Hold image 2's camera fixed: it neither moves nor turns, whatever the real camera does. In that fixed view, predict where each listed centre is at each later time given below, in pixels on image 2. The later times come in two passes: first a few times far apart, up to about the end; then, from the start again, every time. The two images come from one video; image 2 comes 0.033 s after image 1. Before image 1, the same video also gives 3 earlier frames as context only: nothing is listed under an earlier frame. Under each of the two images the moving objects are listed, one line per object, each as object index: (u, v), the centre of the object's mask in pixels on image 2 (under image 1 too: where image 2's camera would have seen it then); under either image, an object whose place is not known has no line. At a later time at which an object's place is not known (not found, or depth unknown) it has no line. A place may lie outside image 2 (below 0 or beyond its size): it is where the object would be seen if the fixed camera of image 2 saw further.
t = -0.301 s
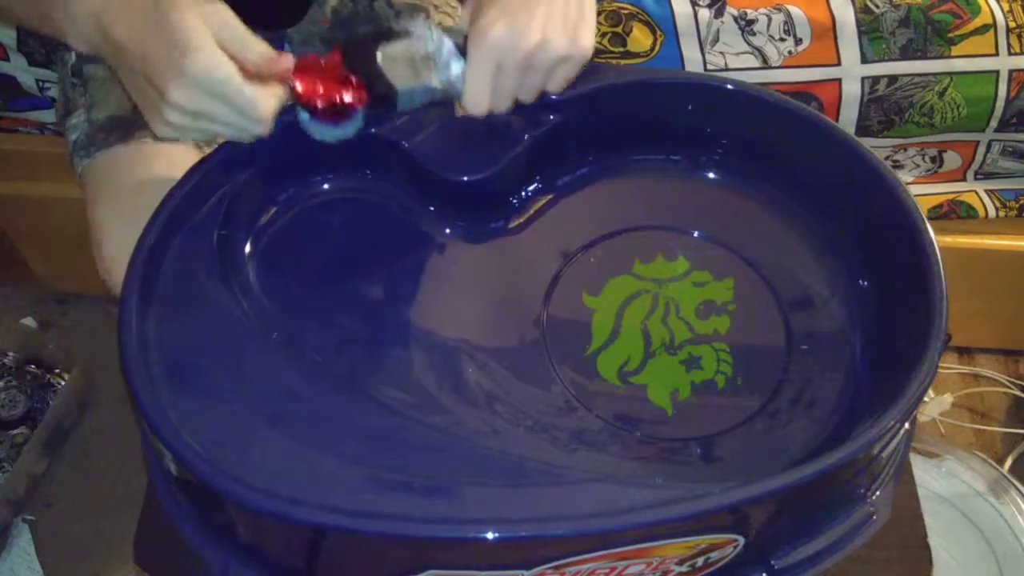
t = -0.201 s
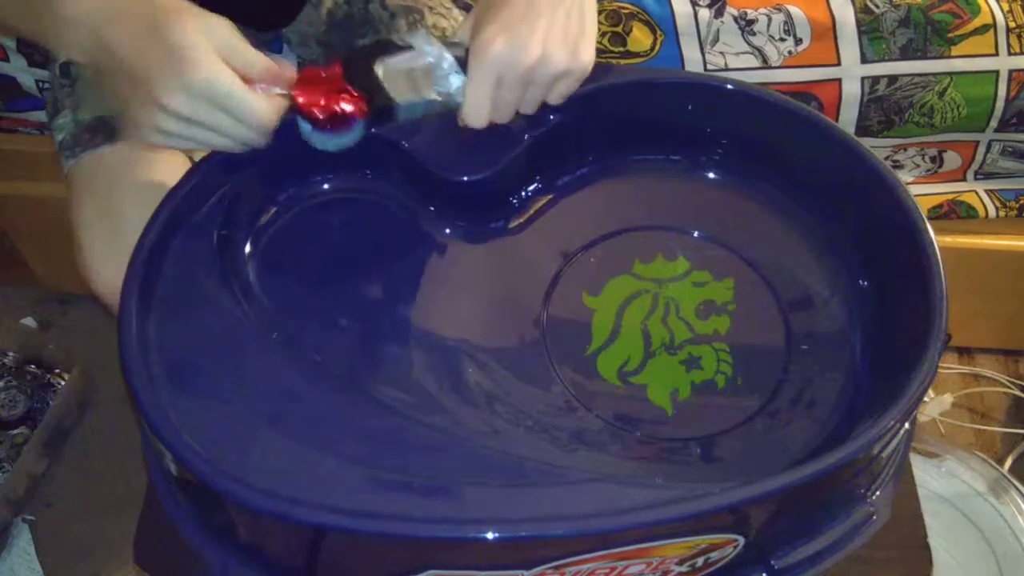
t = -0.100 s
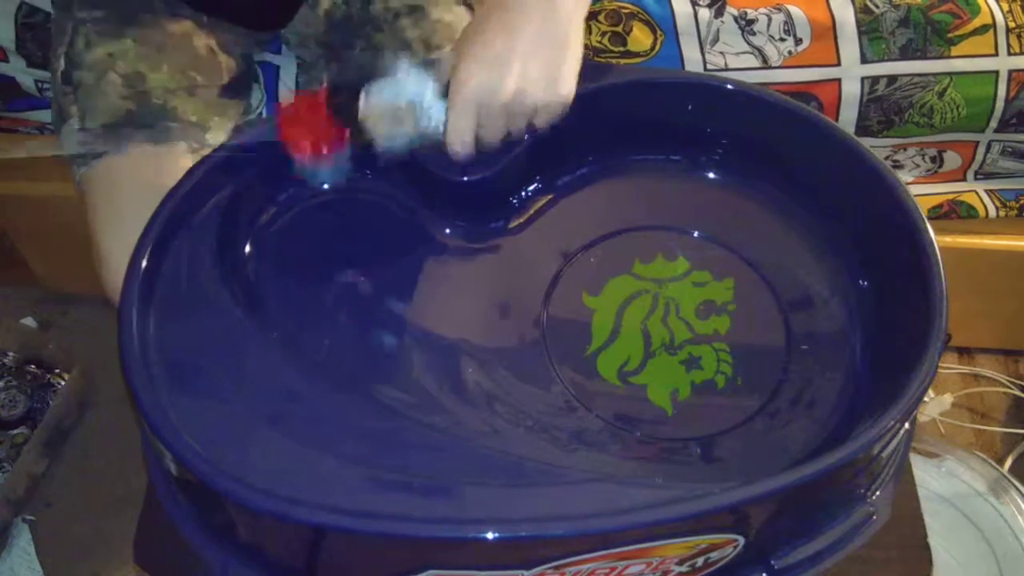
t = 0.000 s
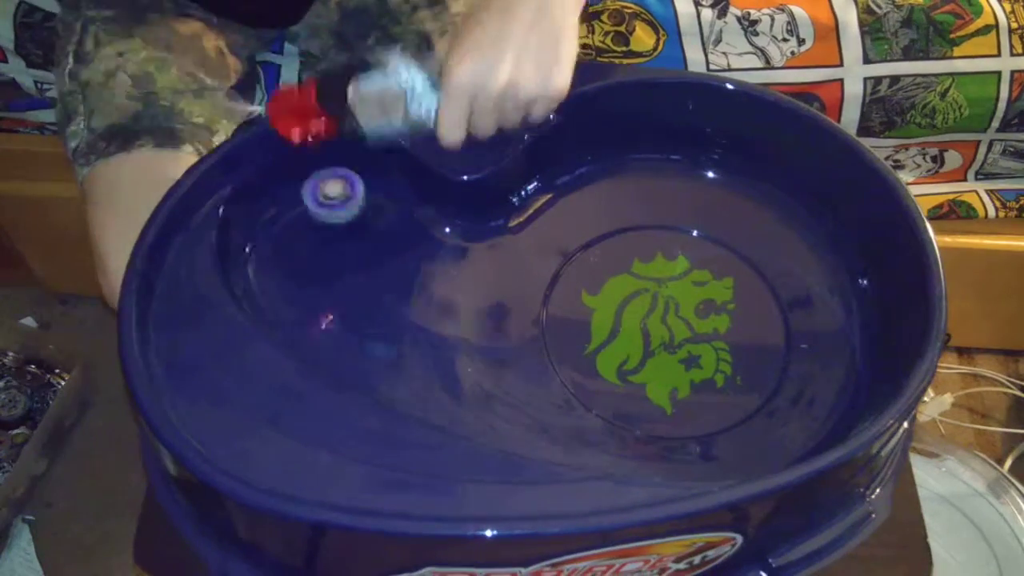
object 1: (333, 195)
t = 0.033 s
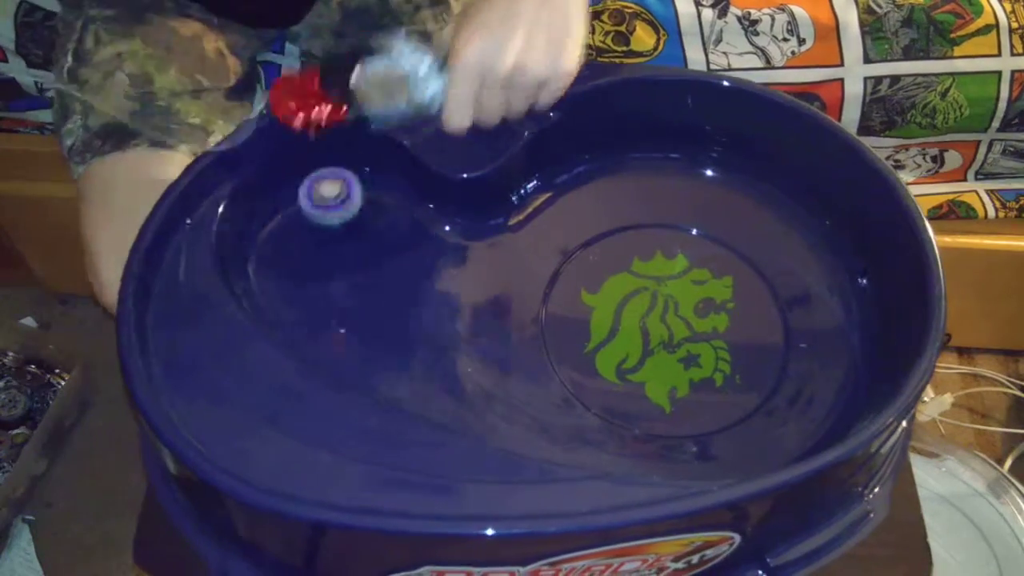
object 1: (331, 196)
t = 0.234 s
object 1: (320, 275)
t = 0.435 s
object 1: (349, 345)
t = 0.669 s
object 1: (446, 400)
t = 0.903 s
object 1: (587, 436)
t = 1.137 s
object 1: (727, 405)
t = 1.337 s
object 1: (773, 314)
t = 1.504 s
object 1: (735, 250)
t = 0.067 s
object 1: (329, 207)
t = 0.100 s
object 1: (328, 226)
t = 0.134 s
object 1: (326, 239)
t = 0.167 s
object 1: (324, 250)
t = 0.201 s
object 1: (321, 263)
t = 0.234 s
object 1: (320, 275)
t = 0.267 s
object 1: (321, 287)
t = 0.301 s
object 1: (325, 298)
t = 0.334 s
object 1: (329, 310)
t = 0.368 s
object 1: (335, 321)
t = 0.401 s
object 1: (341, 334)
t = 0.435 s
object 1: (349, 345)
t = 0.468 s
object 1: (357, 357)
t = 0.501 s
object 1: (368, 366)
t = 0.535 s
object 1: (385, 371)
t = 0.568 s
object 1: (400, 378)
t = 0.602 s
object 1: (415, 385)
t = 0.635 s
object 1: (430, 393)
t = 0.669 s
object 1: (446, 400)
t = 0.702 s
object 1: (464, 407)
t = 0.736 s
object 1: (483, 414)
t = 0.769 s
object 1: (502, 420)
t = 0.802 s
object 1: (522, 426)
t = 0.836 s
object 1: (543, 430)
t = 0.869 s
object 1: (565, 434)
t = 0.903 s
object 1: (587, 436)
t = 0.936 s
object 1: (609, 437)
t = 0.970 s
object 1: (630, 437)
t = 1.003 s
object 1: (651, 435)
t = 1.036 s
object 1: (672, 431)
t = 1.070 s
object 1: (691, 426)
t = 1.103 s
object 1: (709, 418)
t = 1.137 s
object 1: (727, 405)
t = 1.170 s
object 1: (743, 390)
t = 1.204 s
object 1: (756, 375)
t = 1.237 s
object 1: (765, 359)
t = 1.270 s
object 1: (771, 344)
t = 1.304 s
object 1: (774, 329)
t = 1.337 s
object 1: (773, 314)
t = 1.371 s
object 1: (769, 301)
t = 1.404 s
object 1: (764, 287)
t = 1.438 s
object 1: (757, 274)
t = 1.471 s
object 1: (748, 262)
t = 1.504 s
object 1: (735, 250)
